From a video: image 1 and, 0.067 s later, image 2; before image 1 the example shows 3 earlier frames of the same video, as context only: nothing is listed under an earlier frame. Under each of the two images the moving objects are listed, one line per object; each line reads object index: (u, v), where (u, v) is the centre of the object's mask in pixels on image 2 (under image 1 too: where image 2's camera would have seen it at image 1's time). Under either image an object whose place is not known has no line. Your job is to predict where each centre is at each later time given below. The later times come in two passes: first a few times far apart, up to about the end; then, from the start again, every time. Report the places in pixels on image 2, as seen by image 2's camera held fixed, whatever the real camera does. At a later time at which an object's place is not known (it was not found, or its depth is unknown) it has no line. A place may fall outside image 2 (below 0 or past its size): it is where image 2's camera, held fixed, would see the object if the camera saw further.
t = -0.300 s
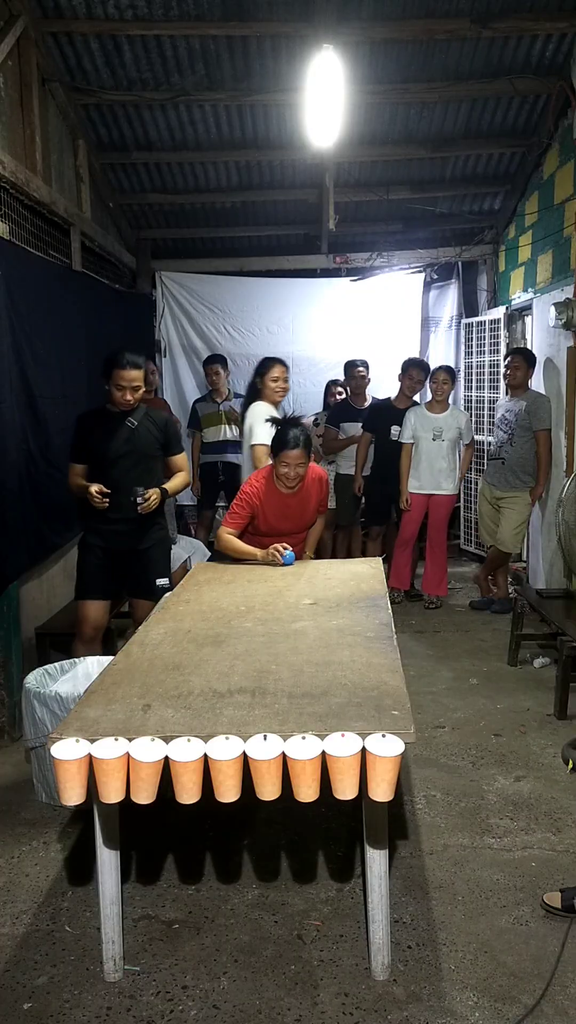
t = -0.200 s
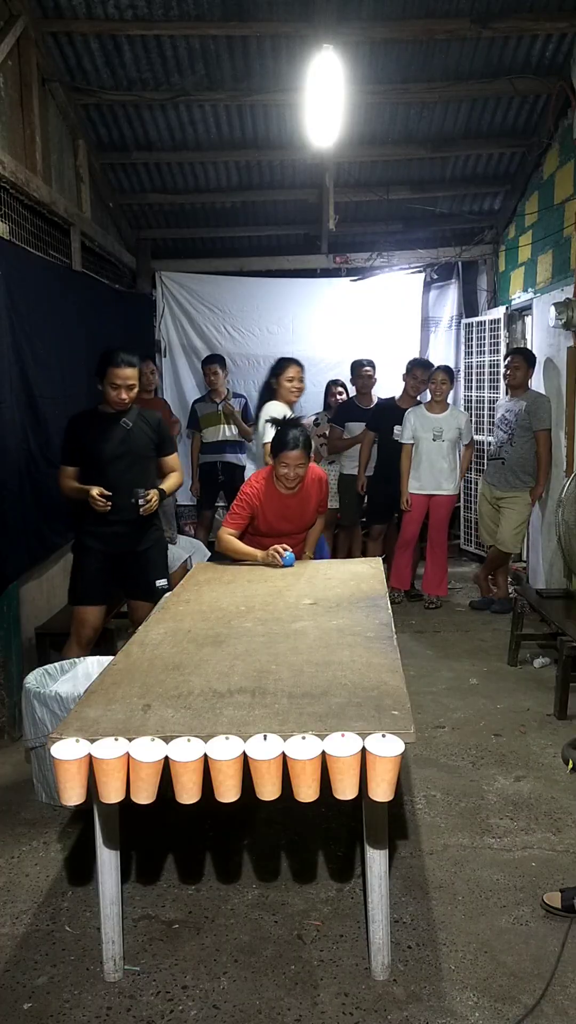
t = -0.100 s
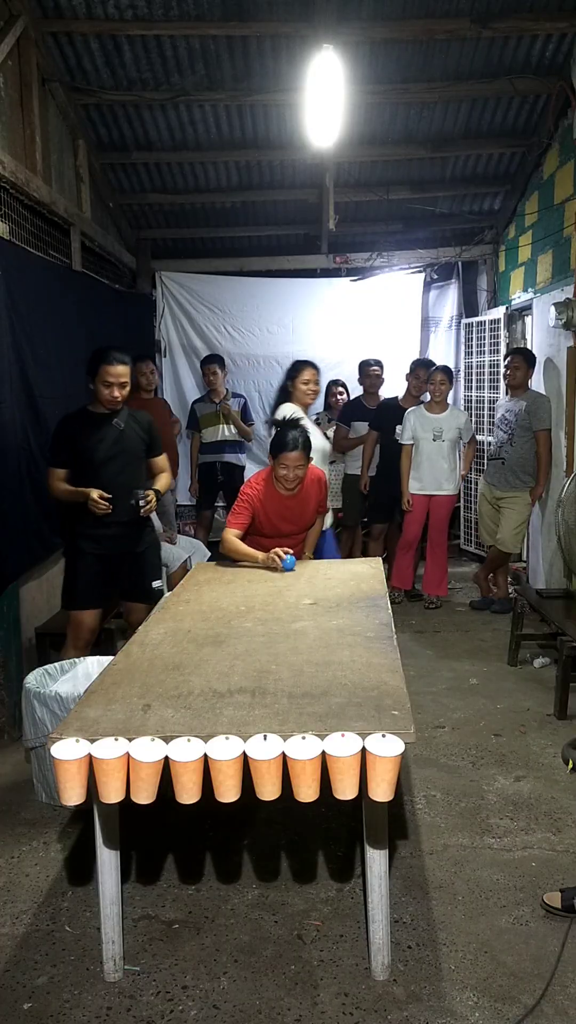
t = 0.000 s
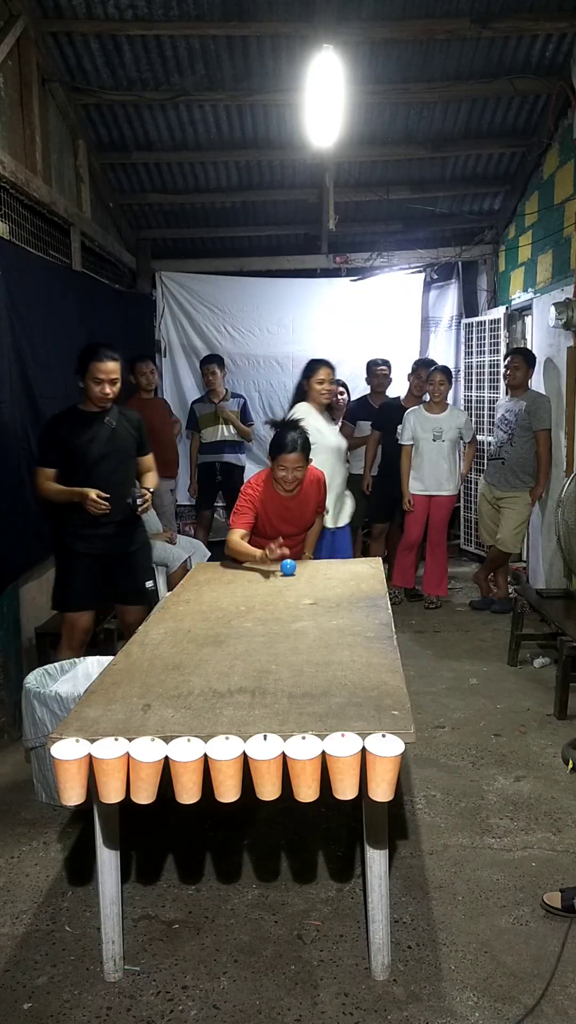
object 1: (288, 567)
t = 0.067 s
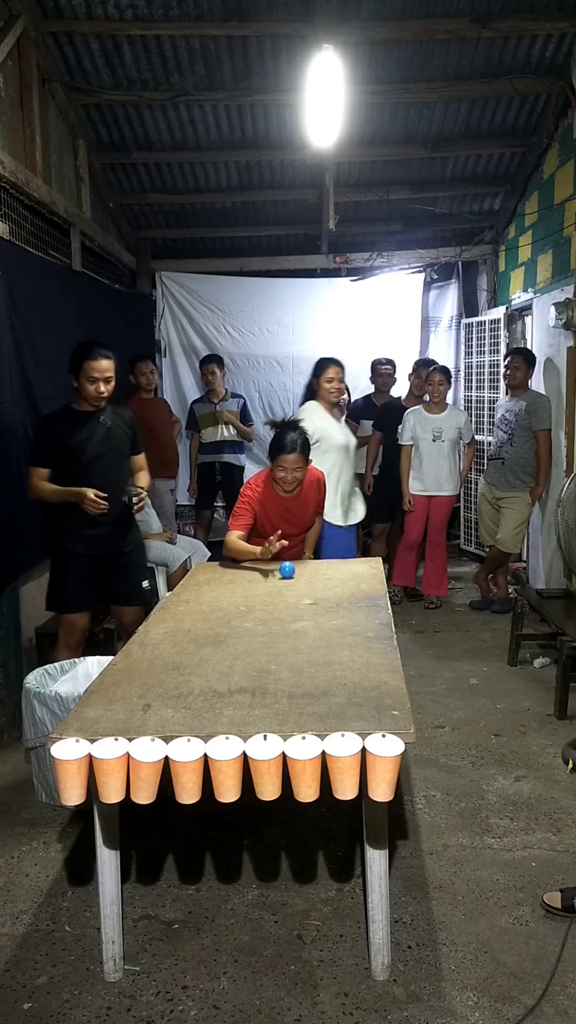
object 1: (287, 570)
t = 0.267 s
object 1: (283, 577)
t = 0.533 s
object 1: (273, 586)
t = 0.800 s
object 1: (261, 596)
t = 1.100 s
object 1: (243, 610)
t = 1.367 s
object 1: (224, 621)
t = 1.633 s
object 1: (206, 631)
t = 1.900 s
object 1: (184, 643)
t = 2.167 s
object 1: (159, 656)
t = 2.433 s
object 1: (138, 668)
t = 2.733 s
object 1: (113, 685)
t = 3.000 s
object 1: (93, 703)
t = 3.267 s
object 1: (77, 723)
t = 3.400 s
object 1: (69, 752)
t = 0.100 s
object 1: (286, 571)
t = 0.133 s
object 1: (286, 572)
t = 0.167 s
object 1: (285, 573)
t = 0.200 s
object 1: (284, 575)
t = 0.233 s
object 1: (284, 576)
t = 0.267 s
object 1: (283, 577)
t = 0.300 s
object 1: (281, 578)
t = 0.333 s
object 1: (280, 579)
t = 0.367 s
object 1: (279, 580)
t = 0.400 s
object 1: (278, 581)
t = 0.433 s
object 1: (277, 582)
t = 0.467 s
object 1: (275, 583)
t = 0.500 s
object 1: (274, 584)
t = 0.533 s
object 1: (273, 586)
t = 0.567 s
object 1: (271, 587)
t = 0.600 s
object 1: (270, 588)
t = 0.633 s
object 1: (268, 590)
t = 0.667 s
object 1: (266, 591)
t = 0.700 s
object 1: (265, 592)
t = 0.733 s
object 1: (263, 594)
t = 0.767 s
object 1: (262, 595)
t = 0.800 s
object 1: (261, 596)
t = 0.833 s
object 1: (259, 598)
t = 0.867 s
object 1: (257, 599)
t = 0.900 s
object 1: (255, 600)
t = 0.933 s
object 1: (254, 602)
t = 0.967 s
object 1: (251, 604)
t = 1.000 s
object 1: (249, 605)
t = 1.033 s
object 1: (247, 607)
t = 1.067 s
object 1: (245, 608)
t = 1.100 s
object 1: (243, 610)
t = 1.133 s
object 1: (241, 611)
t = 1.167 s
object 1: (239, 612)
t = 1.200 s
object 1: (237, 614)
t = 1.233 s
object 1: (234, 615)
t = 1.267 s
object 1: (232, 617)
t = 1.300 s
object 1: (229, 618)
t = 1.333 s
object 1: (226, 619)
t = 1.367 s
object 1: (224, 621)
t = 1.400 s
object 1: (221, 622)
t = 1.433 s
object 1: (219, 623)
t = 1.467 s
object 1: (217, 625)
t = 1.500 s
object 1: (215, 626)
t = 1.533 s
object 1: (213, 627)
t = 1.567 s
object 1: (211, 628)
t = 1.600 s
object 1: (208, 629)
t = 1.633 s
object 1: (206, 631)
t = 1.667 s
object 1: (203, 632)
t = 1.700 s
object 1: (200, 634)
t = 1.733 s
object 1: (197, 635)
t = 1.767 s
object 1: (194, 637)
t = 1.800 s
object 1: (192, 639)
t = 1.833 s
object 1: (189, 640)
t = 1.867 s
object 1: (187, 642)
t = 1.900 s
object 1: (184, 643)
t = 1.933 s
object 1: (181, 644)
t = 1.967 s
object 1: (178, 646)
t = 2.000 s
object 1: (176, 648)
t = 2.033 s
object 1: (173, 649)
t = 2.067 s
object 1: (169, 651)
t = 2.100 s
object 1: (166, 653)
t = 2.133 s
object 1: (162, 655)
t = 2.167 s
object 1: (159, 656)
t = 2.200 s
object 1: (156, 657)
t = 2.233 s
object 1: (153, 659)
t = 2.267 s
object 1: (151, 660)
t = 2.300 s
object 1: (148, 662)
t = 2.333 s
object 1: (146, 663)
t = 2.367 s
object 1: (143, 665)
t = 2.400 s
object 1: (141, 666)
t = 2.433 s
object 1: (138, 668)
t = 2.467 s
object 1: (135, 670)
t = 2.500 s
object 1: (132, 671)
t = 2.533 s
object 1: (129, 673)
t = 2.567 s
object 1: (126, 675)
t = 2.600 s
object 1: (123, 677)
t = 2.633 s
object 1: (120, 679)
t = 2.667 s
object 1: (118, 681)
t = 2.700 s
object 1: (115, 683)
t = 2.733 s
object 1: (113, 685)
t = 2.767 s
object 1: (111, 687)
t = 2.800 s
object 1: (108, 689)
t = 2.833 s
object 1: (106, 691)
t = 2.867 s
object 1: (103, 693)
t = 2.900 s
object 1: (101, 696)
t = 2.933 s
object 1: (98, 698)
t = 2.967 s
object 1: (95, 701)
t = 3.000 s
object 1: (93, 703)
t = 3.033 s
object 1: (90, 706)
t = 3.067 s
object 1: (88, 708)
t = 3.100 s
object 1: (86, 710)
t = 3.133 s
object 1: (83, 713)
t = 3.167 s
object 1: (82, 715)
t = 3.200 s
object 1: (80, 717)
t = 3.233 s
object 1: (78, 720)
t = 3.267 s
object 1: (77, 723)
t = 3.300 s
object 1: (75, 726)
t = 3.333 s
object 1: (74, 735)
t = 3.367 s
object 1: (73, 745)
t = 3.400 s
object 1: (69, 752)
